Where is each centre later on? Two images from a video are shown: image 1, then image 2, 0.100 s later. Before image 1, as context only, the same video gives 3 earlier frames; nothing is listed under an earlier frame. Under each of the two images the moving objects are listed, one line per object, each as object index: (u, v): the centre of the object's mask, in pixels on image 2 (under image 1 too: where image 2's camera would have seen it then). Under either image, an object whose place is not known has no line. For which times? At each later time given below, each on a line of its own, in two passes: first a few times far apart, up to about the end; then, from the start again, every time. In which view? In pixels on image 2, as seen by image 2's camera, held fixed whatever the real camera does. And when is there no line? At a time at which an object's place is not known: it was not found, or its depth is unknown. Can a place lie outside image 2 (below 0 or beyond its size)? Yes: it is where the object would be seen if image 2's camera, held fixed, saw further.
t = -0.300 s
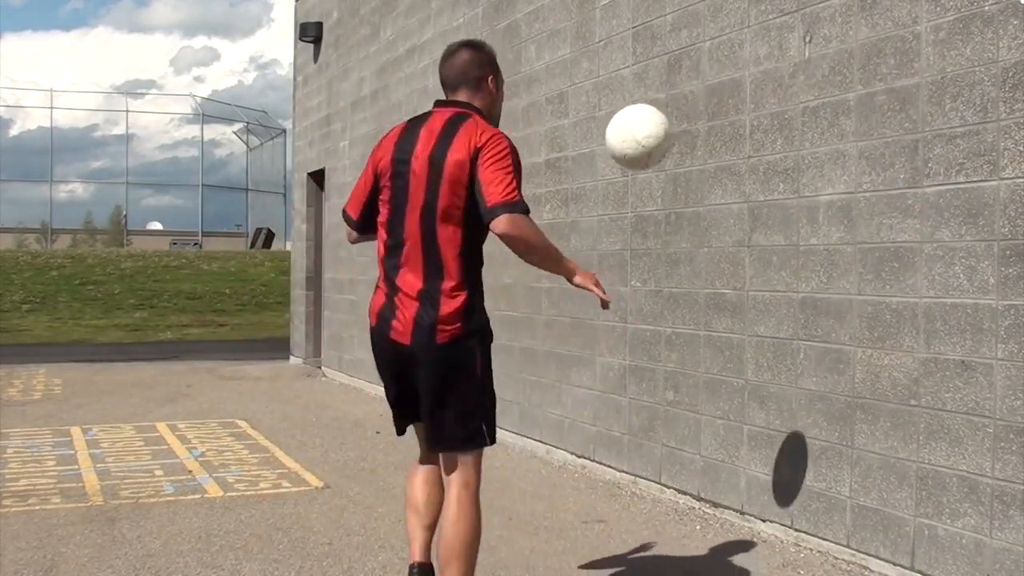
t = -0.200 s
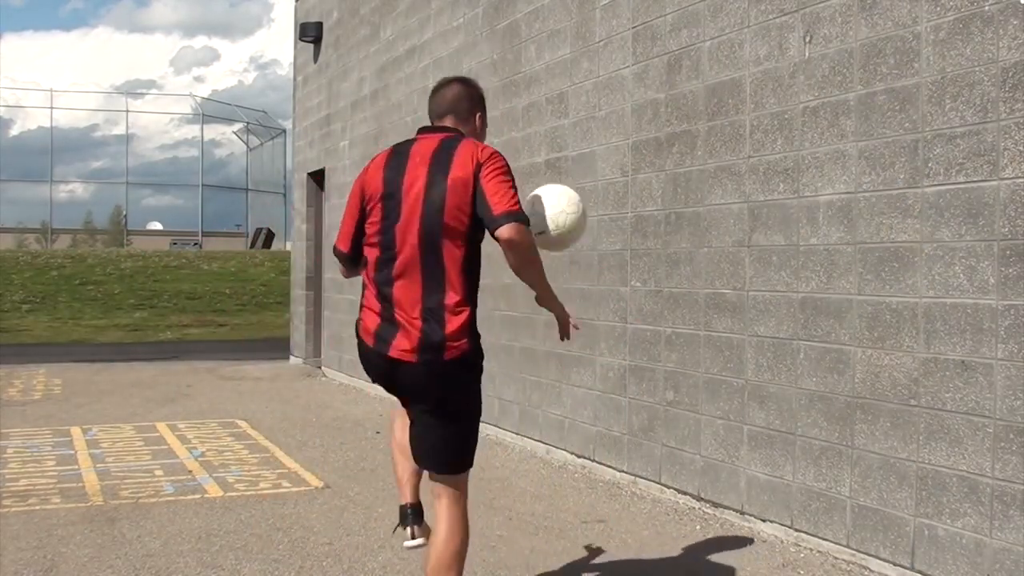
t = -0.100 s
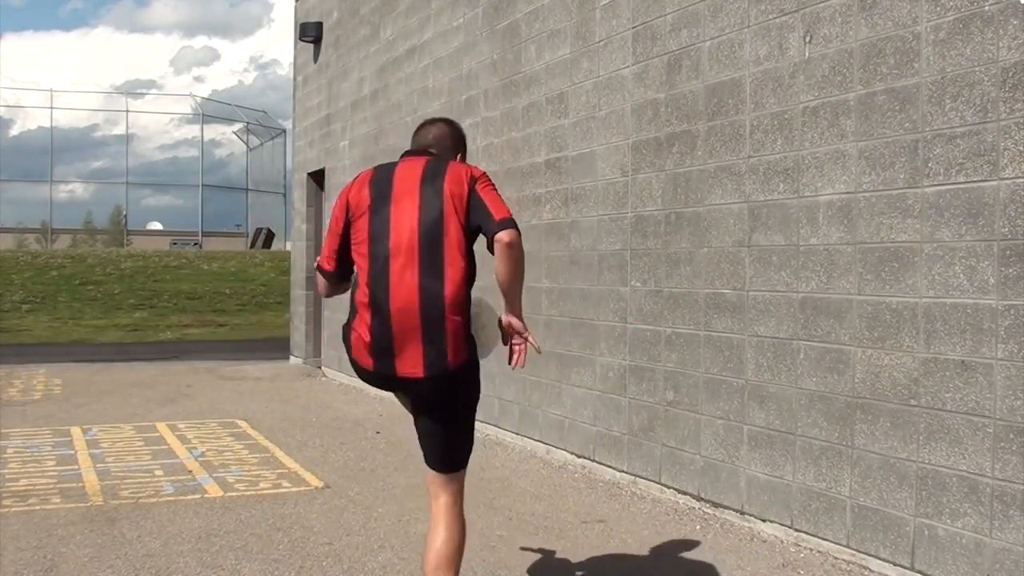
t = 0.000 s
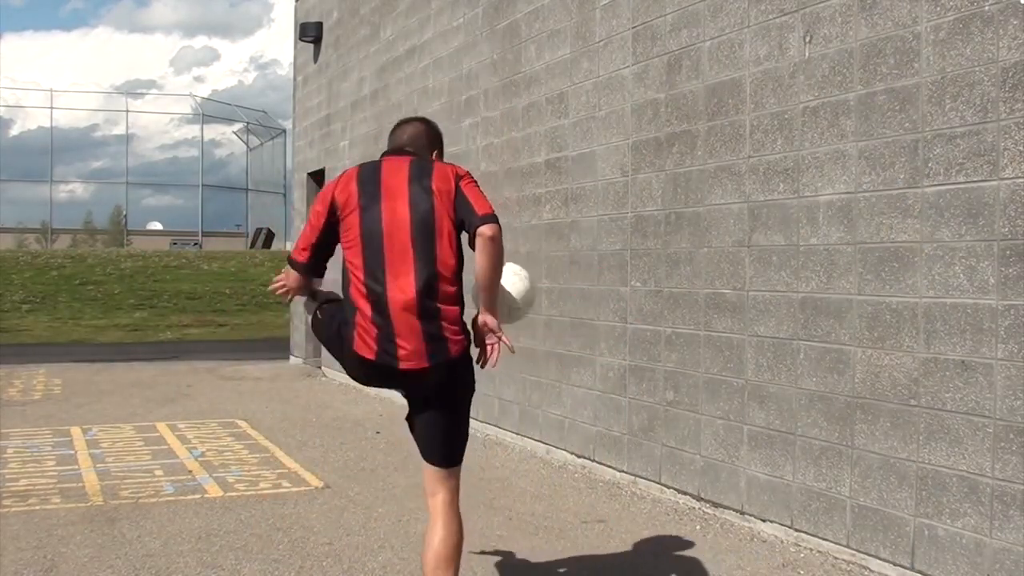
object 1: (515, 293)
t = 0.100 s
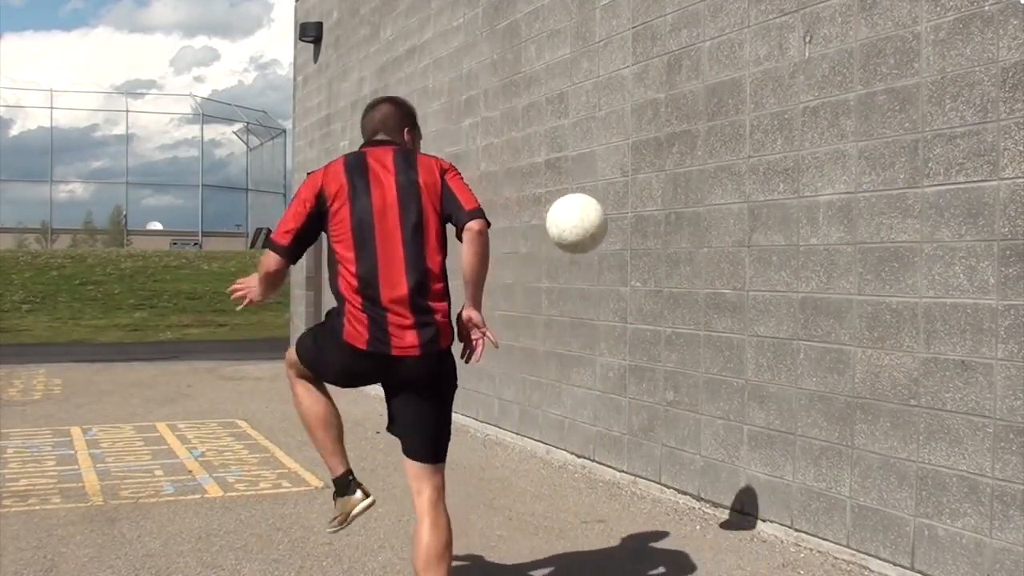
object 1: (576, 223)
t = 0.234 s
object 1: (665, 180)
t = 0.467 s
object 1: (748, 195)
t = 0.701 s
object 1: (595, 261)
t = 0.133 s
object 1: (599, 207)
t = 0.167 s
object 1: (622, 195)
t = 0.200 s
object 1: (644, 185)
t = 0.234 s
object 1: (665, 180)
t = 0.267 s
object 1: (685, 177)
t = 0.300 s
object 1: (705, 176)
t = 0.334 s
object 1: (723, 178)
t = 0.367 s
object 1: (742, 183)
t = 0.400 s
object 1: (759, 190)
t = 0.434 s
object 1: (769, 196)
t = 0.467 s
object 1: (748, 195)
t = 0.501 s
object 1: (727, 197)
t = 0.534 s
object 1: (705, 200)
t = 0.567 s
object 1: (683, 207)
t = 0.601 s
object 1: (661, 217)
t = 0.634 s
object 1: (639, 229)
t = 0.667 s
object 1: (617, 243)
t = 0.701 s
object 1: (595, 261)
